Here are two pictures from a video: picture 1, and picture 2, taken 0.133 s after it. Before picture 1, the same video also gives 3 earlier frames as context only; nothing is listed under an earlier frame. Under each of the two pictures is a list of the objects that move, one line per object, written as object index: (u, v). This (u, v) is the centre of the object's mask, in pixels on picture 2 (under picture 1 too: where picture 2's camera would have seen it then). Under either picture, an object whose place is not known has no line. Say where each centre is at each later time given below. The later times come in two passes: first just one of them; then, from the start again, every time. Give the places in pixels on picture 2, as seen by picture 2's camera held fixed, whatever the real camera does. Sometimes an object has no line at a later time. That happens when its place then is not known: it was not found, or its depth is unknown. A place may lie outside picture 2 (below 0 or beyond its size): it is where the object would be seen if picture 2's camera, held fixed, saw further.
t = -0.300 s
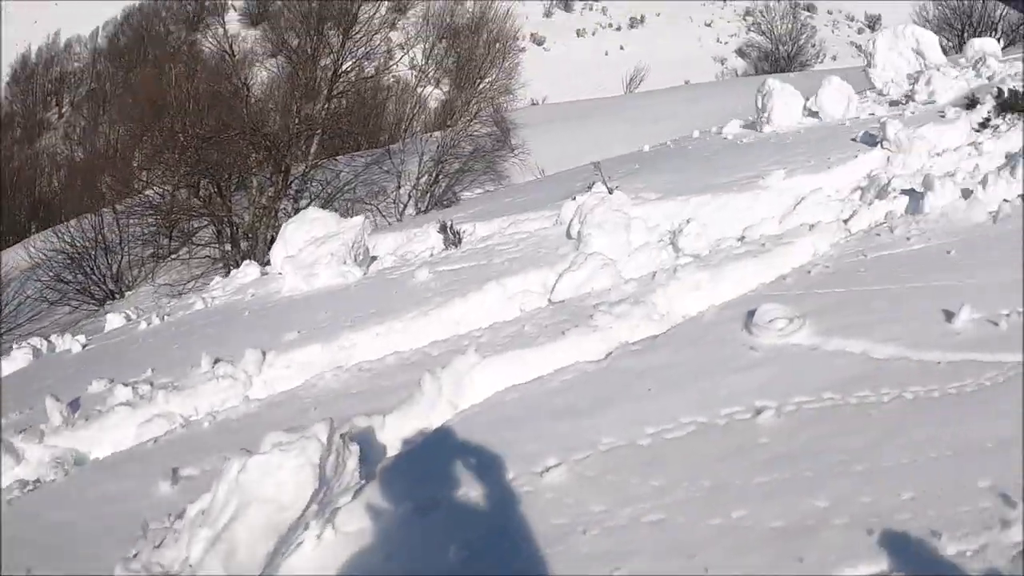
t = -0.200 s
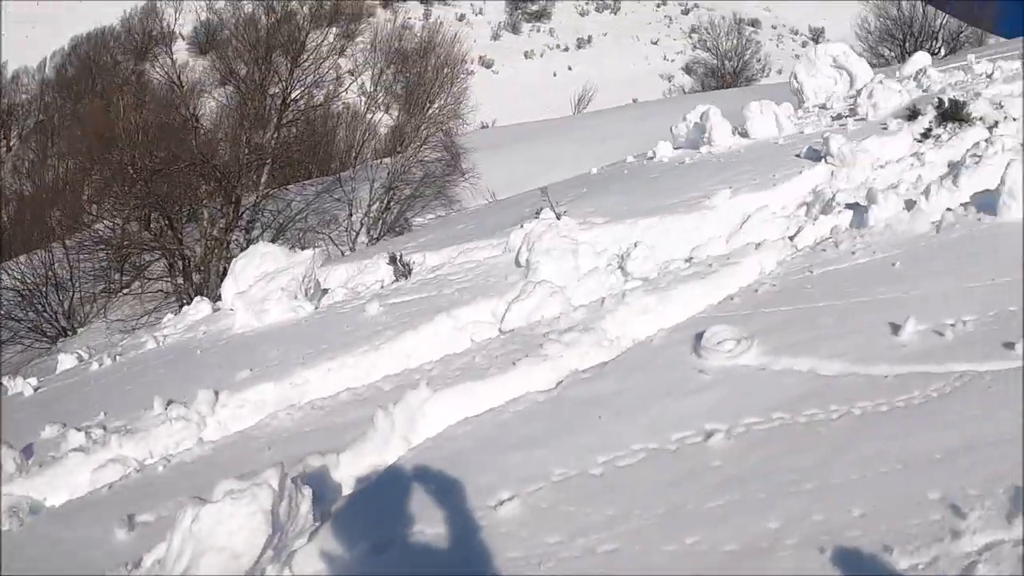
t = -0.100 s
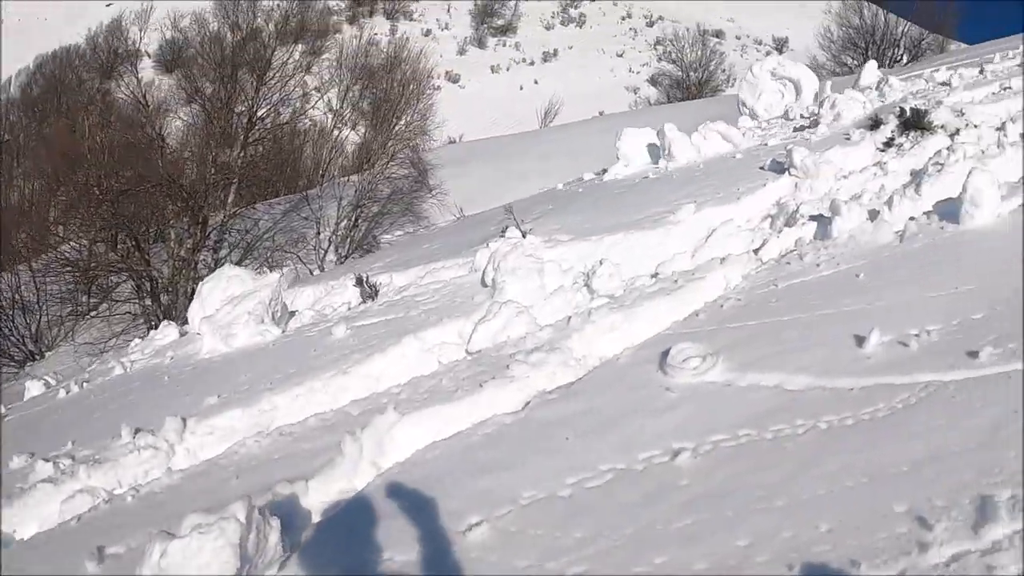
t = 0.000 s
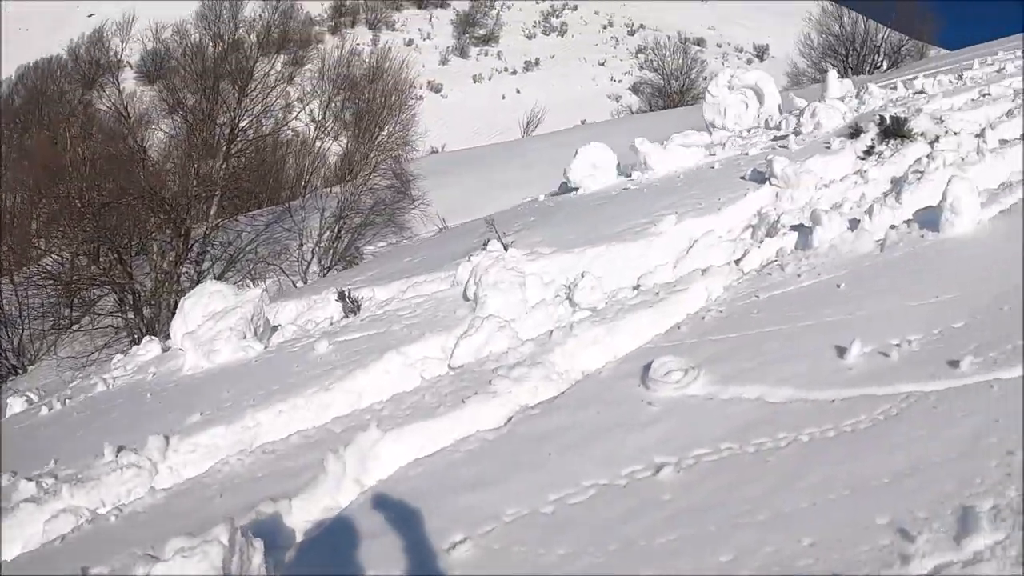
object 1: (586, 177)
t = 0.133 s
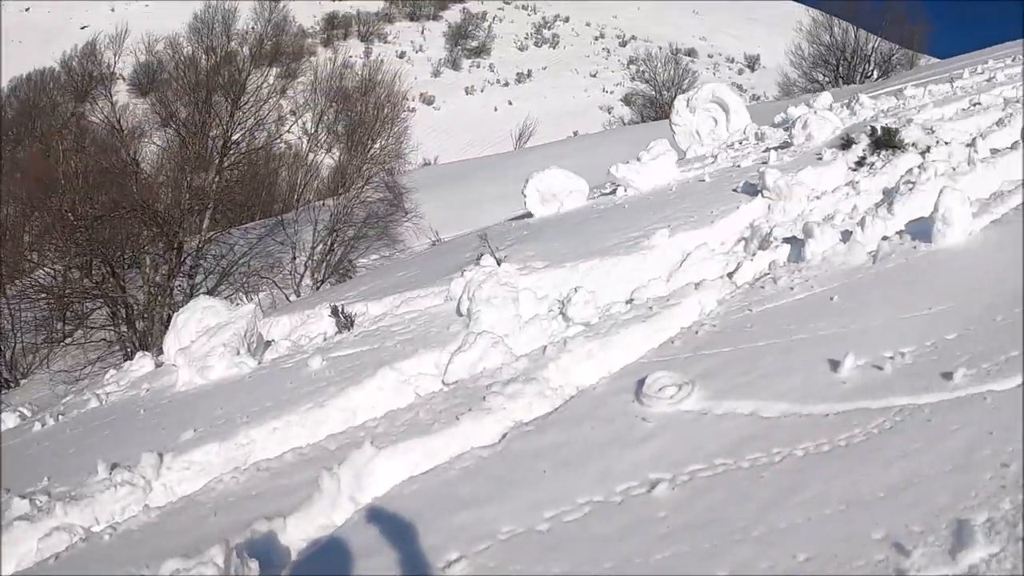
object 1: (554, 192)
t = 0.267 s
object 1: (521, 203)
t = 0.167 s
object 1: (543, 193)
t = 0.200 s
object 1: (536, 197)
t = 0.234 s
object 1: (529, 200)
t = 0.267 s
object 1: (521, 203)
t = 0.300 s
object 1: (514, 206)
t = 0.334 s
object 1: (506, 210)
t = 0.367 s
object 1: (499, 213)
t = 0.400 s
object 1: (491, 216)
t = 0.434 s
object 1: (484, 220)
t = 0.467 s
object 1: (476, 223)
